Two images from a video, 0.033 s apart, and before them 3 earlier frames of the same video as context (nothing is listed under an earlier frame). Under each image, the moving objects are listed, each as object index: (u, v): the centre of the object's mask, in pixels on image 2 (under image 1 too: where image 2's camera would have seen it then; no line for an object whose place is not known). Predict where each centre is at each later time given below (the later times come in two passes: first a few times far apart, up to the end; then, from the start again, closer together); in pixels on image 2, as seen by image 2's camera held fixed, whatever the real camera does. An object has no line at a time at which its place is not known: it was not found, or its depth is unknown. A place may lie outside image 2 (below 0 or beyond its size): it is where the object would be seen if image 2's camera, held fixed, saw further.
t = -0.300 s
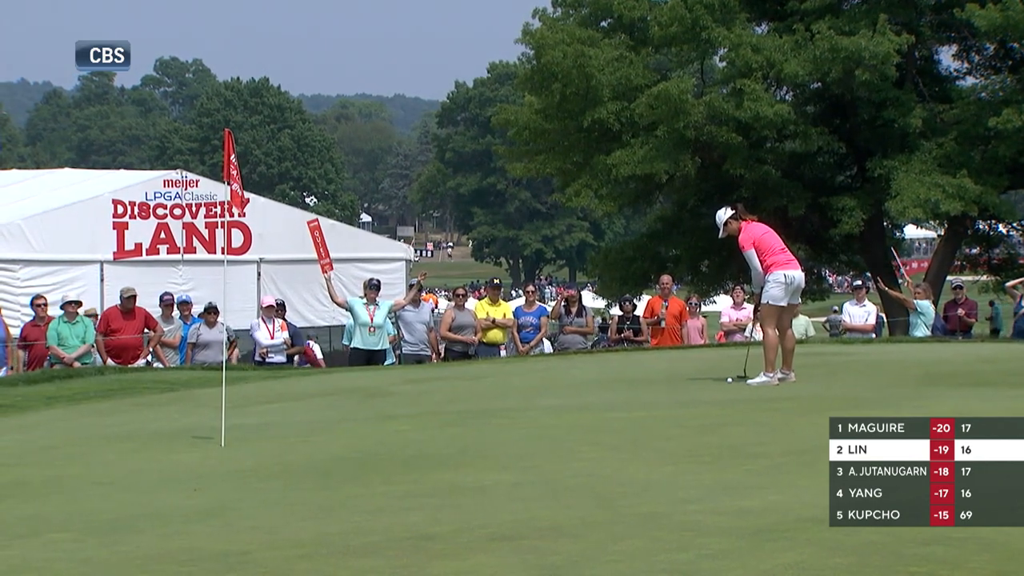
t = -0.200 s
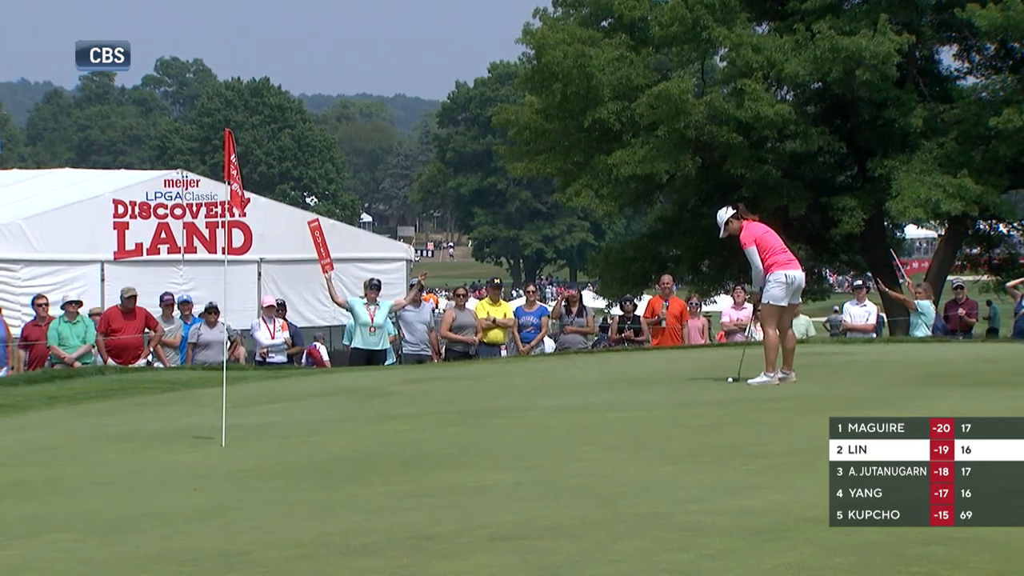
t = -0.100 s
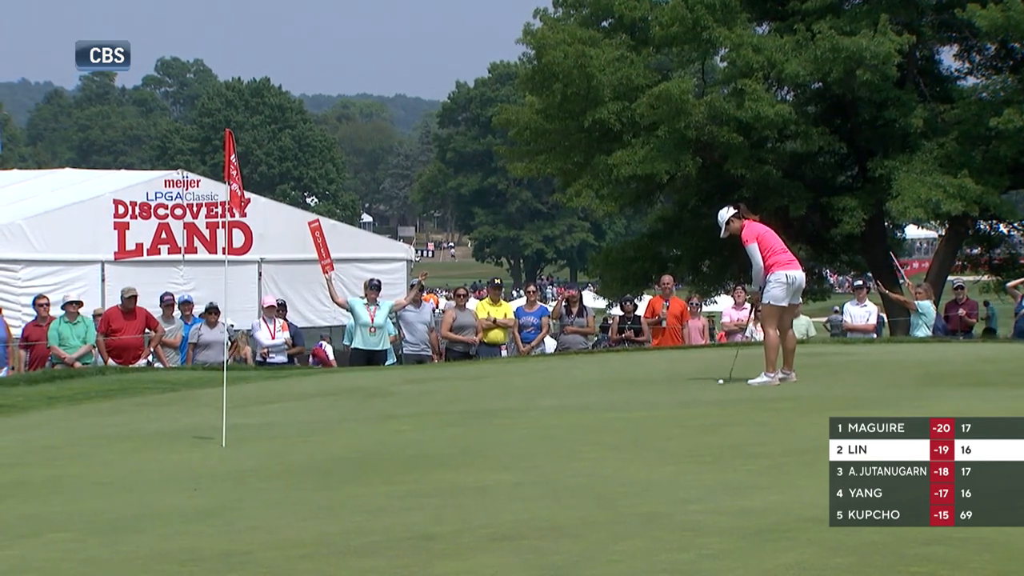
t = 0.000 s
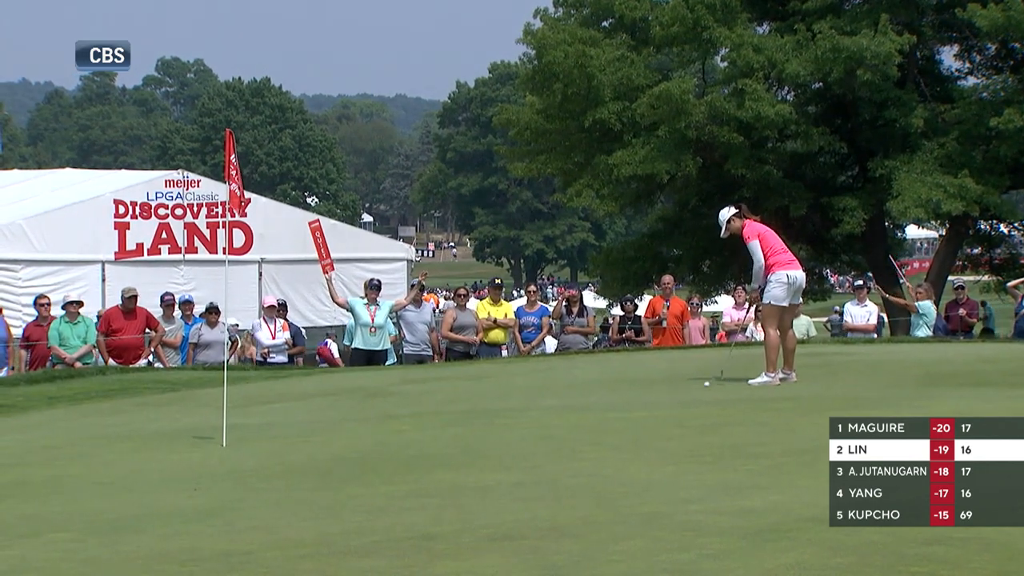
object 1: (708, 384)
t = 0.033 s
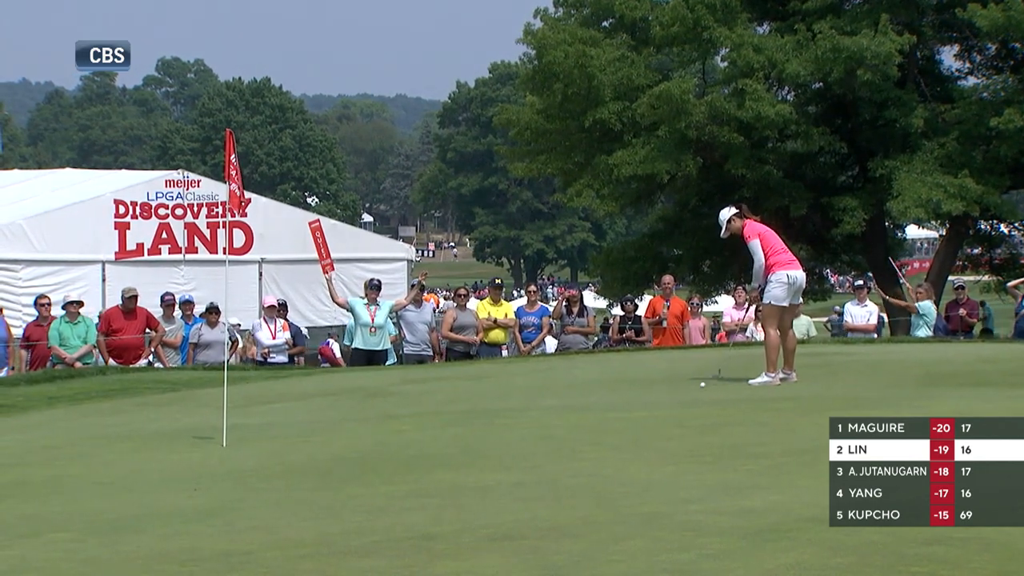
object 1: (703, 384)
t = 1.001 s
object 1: (585, 403)
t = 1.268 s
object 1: (553, 407)
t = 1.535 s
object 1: (521, 412)
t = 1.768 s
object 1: (492, 416)
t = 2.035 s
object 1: (460, 420)
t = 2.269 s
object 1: (433, 424)
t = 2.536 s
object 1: (403, 427)
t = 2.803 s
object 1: (374, 431)
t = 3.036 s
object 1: (349, 433)
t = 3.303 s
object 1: (322, 435)
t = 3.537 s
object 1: (300, 438)
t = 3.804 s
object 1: (277, 440)
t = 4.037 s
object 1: (258, 442)
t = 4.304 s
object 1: (240, 443)
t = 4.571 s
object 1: (225, 445)
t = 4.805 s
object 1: (214, 446)
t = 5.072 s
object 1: (203, 447)
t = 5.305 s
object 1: (196, 447)
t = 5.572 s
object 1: (191, 447)
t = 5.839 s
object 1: (189, 447)
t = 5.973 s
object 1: (189, 448)
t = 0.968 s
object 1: (589, 402)
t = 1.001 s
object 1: (585, 403)
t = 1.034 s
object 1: (581, 403)
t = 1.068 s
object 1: (577, 404)
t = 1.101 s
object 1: (573, 404)
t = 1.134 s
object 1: (569, 405)
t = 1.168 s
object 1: (565, 406)
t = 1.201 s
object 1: (561, 406)
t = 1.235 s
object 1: (557, 407)
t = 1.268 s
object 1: (553, 407)
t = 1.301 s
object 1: (549, 408)
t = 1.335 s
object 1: (545, 408)
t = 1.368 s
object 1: (541, 409)
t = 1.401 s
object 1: (537, 410)
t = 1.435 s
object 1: (533, 410)
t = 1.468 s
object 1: (529, 411)
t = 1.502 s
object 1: (525, 411)
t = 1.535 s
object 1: (521, 412)
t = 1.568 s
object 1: (517, 412)
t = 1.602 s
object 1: (513, 413)
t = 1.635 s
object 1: (509, 413)
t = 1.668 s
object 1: (505, 414)
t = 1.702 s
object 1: (500, 415)
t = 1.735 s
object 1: (497, 415)
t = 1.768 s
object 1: (492, 416)
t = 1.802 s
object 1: (488, 416)
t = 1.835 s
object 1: (484, 416)
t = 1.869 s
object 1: (480, 418)
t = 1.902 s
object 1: (476, 418)
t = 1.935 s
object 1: (472, 419)
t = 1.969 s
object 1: (468, 419)
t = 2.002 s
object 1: (464, 419)
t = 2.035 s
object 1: (460, 420)
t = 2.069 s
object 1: (456, 421)
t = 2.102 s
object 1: (452, 421)
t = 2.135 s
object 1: (448, 422)
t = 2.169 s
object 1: (445, 422)
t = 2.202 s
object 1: (441, 422)
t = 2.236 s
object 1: (437, 423)
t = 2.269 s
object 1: (433, 424)
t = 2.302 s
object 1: (429, 424)
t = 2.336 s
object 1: (425, 425)
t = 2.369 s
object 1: (421, 425)
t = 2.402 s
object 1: (418, 425)
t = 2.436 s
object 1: (414, 426)
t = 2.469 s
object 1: (410, 426)
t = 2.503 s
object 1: (406, 427)
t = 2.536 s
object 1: (403, 427)
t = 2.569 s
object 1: (399, 428)
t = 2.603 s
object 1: (395, 428)
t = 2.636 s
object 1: (392, 428)
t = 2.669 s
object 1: (388, 429)
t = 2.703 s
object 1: (384, 430)
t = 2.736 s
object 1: (381, 430)
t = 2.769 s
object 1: (377, 430)
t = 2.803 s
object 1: (374, 431)
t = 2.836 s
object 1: (370, 431)
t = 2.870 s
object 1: (366, 432)
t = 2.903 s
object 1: (363, 432)
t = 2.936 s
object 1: (359, 432)
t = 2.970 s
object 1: (356, 432)
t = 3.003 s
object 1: (352, 433)
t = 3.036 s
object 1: (349, 433)
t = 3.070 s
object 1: (345, 433)
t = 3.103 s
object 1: (342, 434)
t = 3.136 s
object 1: (338, 434)
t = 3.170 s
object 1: (335, 434)
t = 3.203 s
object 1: (332, 435)
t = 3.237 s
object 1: (328, 435)
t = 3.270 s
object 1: (325, 435)
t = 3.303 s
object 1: (322, 435)
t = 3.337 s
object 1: (319, 436)
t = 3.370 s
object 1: (316, 436)
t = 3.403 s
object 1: (312, 436)
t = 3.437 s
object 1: (310, 437)
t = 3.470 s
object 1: (306, 437)
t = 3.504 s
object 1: (303, 437)
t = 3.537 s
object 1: (300, 438)
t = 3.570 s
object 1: (297, 438)
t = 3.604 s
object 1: (294, 438)
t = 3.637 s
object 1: (291, 439)
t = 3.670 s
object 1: (288, 439)
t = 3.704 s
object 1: (285, 439)
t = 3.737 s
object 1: (282, 439)
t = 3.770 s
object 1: (279, 440)
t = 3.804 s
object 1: (277, 440)
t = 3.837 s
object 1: (274, 440)
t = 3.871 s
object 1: (271, 441)
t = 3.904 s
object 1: (268, 440)
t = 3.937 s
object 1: (266, 441)
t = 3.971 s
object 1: (263, 441)
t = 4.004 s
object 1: (261, 441)
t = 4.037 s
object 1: (258, 442)
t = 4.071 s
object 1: (256, 442)
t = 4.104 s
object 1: (254, 442)
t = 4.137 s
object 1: (251, 442)
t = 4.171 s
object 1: (249, 442)
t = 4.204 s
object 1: (247, 443)
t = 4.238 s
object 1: (245, 443)
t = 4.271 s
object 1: (242, 443)
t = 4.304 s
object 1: (240, 443)
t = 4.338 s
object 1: (238, 443)
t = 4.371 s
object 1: (236, 444)
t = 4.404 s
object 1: (234, 444)
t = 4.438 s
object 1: (232, 444)
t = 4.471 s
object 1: (230, 444)
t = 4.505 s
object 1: (228, 444)
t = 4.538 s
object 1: (226, 444)
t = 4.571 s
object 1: (225, 445)
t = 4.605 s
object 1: (223, 445)
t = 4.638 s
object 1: (221, 445)
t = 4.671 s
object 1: (219, 445)
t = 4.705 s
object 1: (218, 445)
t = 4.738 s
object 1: (216, 445)
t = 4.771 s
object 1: (215, 446)
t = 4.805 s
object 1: (214, 446)
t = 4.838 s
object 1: (212, 446)
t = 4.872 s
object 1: (211, 446)
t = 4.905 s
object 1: (209, 446)
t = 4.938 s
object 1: (208, 447)
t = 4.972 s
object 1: (207, 447)
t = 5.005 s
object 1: (206, 447)
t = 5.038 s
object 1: (204, 447)
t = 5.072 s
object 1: (203, 447)
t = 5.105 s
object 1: (202, 447)
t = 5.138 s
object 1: (201, 447)
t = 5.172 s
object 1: (199, 447)
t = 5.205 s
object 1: (198, 447)
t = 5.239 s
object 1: (198, 447)
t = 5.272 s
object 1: (197, 447)
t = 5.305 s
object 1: (196, 447)
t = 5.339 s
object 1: (195, 447)
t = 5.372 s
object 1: (194, 447)
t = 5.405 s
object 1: (193, 447)
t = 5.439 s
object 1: (192, 447)
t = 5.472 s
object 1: (192, 447)
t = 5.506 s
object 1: (191, 447)
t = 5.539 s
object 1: (191, 447)
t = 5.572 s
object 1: (191, 447)
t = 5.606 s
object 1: (190, 447)
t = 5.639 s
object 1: (190, 447)
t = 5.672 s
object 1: (189, 447)
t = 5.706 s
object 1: (189, 448)
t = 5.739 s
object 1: (189, 448)
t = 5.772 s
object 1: (189, 448)
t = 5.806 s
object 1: (189, 448)
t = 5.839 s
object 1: (189, 447)
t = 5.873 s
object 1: (189, 447)
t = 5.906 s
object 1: (189, 448)
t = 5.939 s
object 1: (190, 448)
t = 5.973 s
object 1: (189, 448)
